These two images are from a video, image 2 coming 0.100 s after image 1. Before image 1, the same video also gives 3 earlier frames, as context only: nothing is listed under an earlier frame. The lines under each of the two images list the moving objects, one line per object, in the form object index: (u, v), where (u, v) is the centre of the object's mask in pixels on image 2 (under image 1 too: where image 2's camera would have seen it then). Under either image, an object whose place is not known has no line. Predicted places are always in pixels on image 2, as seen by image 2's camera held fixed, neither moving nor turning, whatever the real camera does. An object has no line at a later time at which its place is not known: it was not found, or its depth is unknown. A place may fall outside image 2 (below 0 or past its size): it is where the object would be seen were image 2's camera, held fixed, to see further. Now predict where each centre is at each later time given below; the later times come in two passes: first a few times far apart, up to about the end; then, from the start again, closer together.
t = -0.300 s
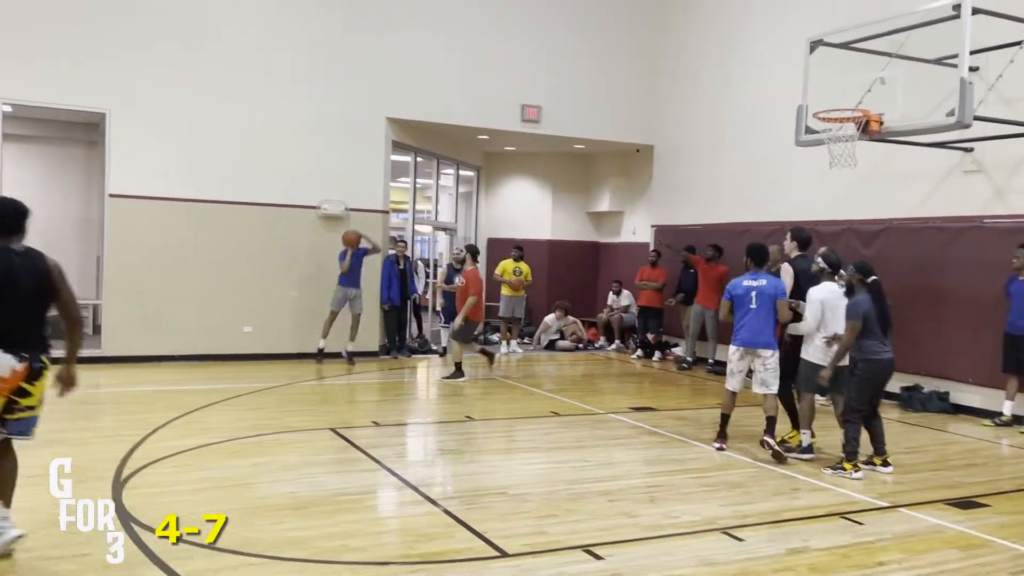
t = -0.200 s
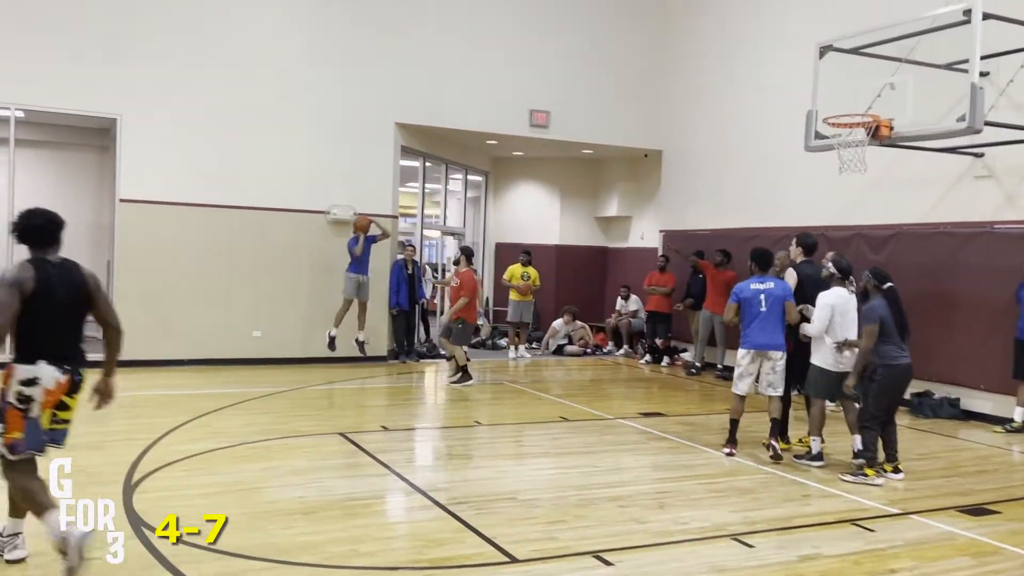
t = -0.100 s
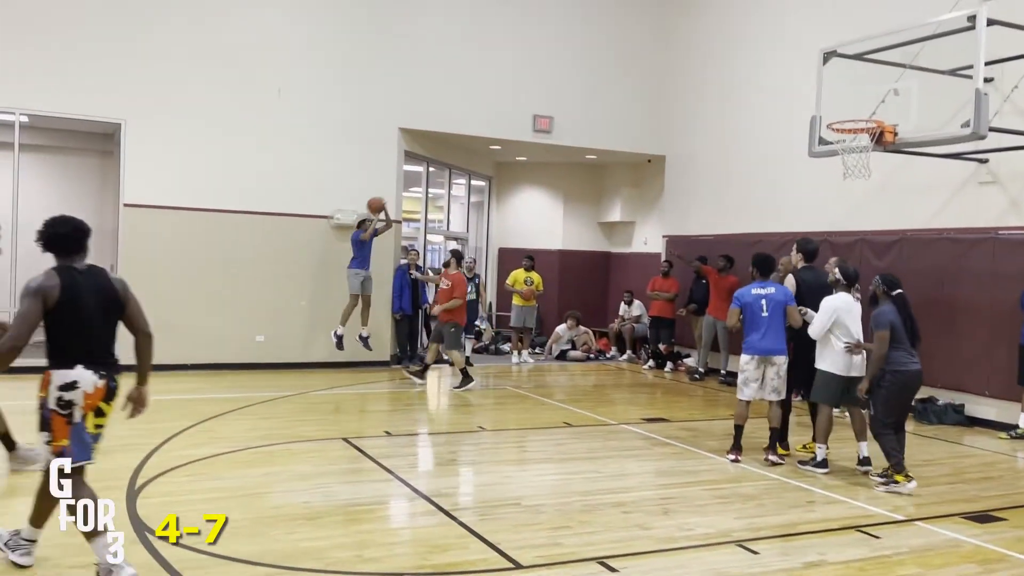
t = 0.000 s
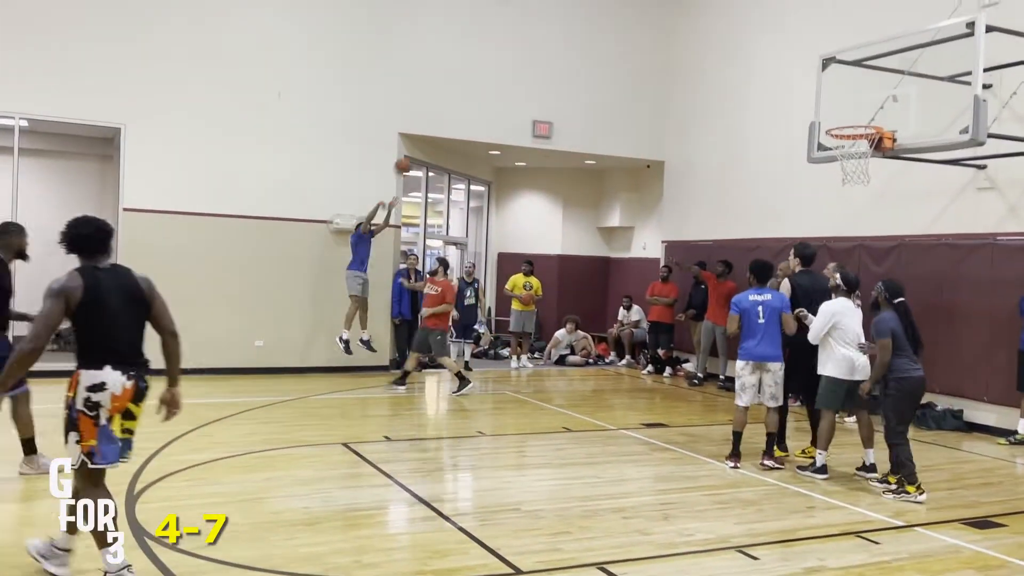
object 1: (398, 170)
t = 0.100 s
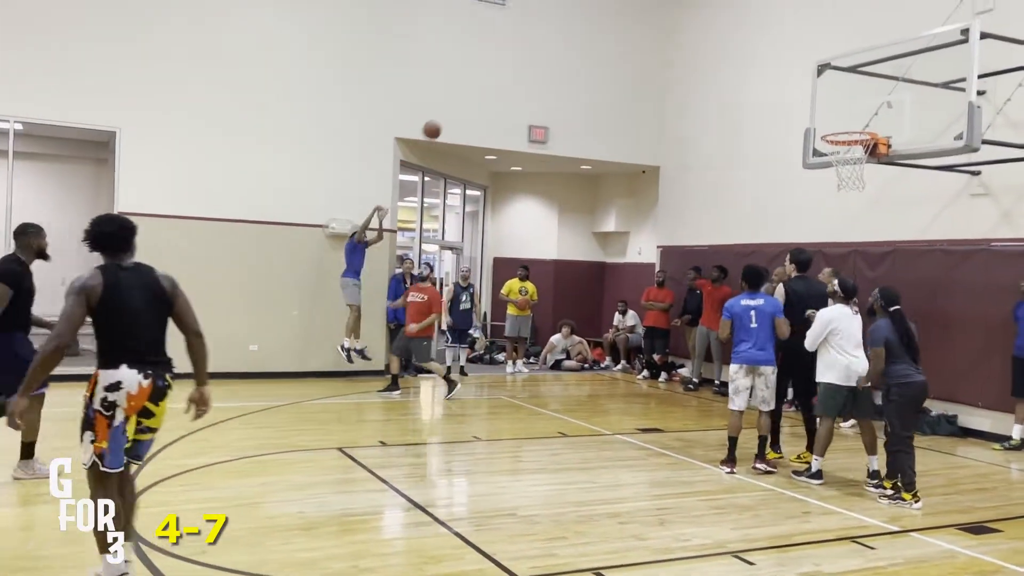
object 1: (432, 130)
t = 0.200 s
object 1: (466, 96)
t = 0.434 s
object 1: (551, 38)
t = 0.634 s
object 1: (630, 21)
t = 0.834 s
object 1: (719, 41)
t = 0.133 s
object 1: (443, 118)
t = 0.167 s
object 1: (454, 107)
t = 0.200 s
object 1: (466, 96)
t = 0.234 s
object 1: (477, 85)
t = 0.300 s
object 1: (501, 67)
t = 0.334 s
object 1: (513, 58)
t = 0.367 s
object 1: (526, 51)
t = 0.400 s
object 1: (538, 44)
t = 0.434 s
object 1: (551, 38)
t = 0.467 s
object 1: (564, 33)
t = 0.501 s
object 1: (576, 29)
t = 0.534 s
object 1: (589, 25)
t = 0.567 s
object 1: (603, 23)
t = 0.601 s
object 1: (616, 21)
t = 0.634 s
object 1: (630, 21)
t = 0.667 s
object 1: (643, 22)
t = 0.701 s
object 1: (659, 24)
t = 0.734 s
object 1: (674, 26)
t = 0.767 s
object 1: (689, 30)
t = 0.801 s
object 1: (704, 35)
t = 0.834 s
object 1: (719, 41)
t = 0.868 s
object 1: (734, 48)
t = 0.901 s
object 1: (749, 56)
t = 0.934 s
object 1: (765, 65)
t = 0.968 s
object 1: (782, 76)
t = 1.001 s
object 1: (799, 89)
